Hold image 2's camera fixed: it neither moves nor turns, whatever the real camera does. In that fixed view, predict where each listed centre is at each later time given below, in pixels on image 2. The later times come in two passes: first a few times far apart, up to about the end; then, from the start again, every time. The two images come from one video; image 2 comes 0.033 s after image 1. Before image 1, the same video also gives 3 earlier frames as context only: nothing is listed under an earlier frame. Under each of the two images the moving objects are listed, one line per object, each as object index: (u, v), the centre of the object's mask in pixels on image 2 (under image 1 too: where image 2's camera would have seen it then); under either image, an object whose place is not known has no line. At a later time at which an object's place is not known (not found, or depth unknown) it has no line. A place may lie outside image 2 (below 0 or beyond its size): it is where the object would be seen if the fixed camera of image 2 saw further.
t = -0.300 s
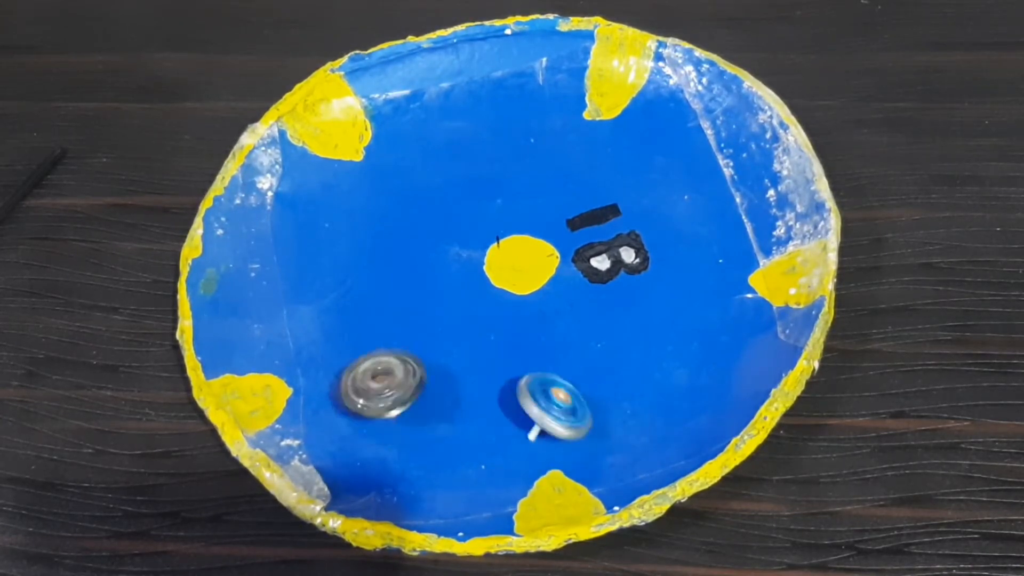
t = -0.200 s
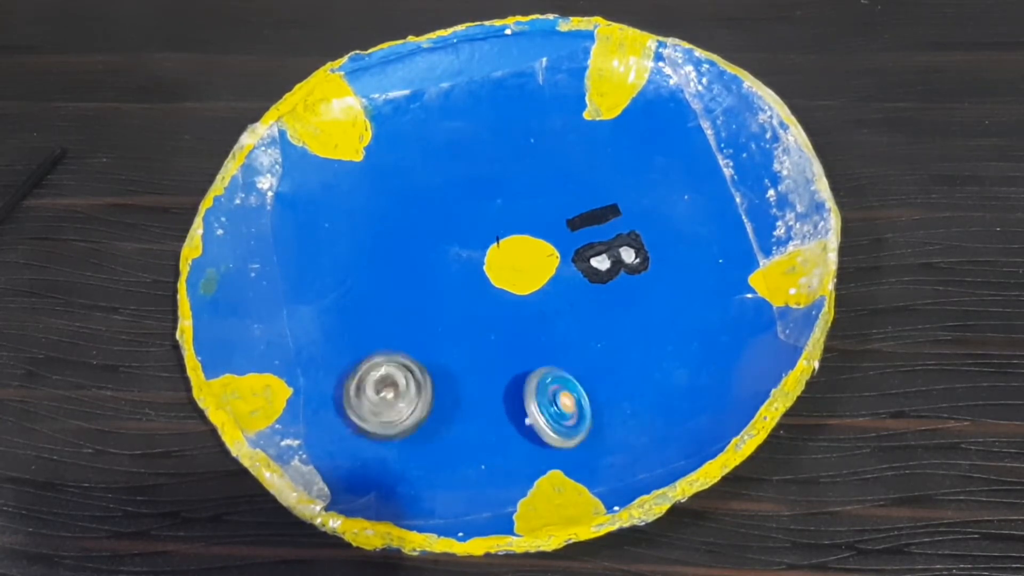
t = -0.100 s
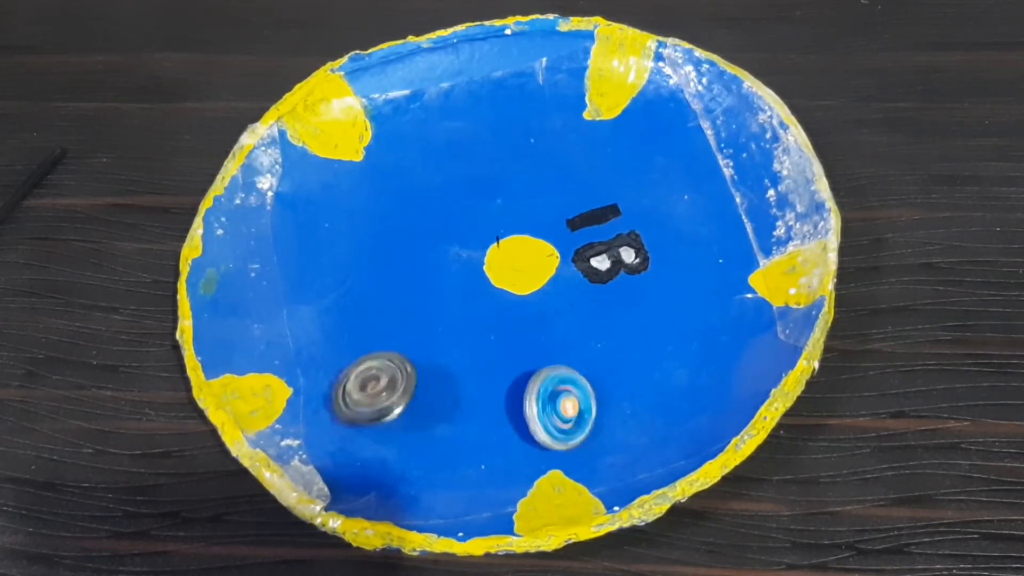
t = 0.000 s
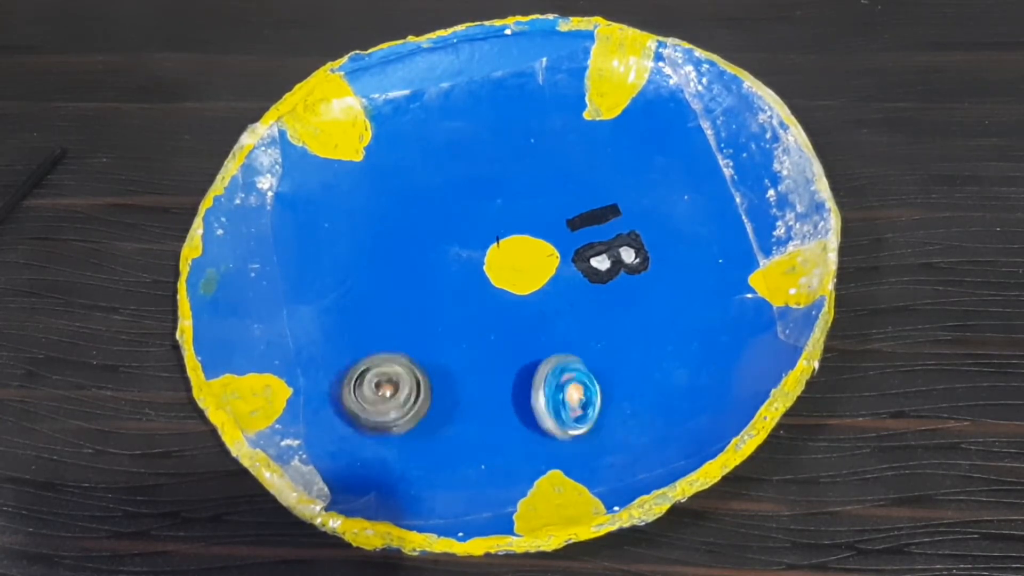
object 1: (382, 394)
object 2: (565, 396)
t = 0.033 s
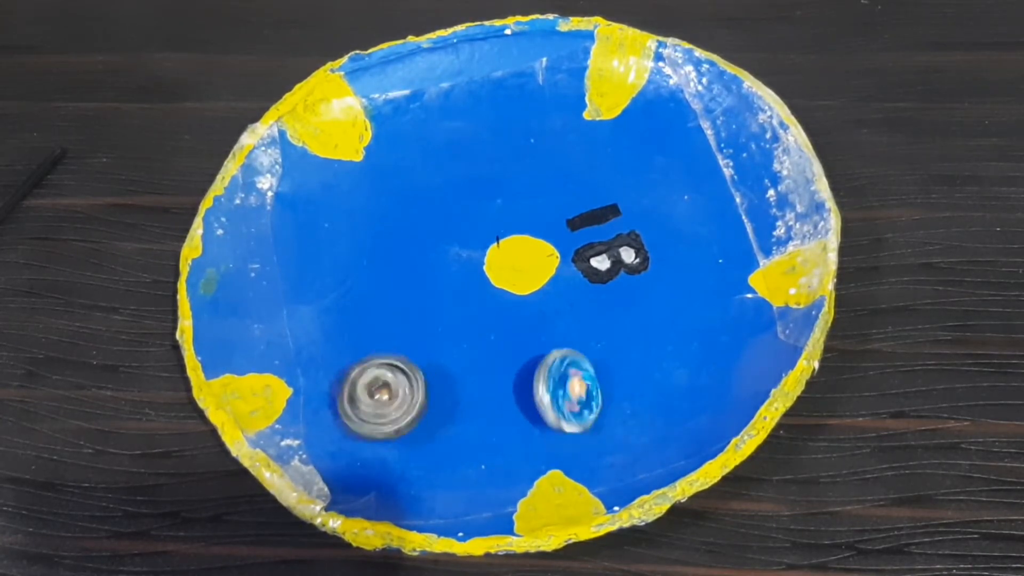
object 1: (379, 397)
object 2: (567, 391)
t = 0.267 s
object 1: (379, 398)
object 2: (556, 359)
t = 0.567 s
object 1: (374, 395)
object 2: (529, 355)
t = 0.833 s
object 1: (355, 389)
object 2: (510, 364)
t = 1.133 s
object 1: (357, 389)
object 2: (508, 404)
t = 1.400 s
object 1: (358, 393)
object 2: (564, 401)
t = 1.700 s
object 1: (363, 383)
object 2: (569, 375)
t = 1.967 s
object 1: (371, 385)
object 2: (558, 409)
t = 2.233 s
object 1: (367, 387)
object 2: (516, 412)
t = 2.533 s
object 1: (372, 402)
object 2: (508, 406)
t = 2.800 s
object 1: (368, 403)
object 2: (528, 416)
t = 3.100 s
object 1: (377, 392)
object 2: (562, 405)
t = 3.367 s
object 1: (378, 384)
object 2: (568, 396)
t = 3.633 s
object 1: (377, 385)
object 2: (548, 414)
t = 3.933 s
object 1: (377, 385)
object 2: (538, 416)
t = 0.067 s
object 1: (374, 400)
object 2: (568, 384)
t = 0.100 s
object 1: (371, 397)
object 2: (569, 377)
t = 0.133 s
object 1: (371, 392)
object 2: (567, 372)
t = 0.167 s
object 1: (375, 390)
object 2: (564, 367)
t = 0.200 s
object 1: (379, 390)
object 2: (561, 364)
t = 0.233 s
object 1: (381, 394)
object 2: (559, 361)
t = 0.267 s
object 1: (379, 398)
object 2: (556, 359)
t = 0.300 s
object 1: (375, 401)
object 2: (553, 358)
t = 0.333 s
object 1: (370, 400)
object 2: (550, 356)
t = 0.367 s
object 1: (368, 396)
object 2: (547, 355)
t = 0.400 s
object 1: (371, 391)
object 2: (545, 355)
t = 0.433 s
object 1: (376, 388)
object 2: (542, 354)
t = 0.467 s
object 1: (380, 389)
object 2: (539, 354)
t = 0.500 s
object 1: (382, 393)
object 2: (535, 354)
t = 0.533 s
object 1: (379, 394)
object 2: (532, 354)
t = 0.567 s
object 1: (374, 395)
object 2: (529, 355)
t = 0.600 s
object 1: (370, 392)
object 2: (526, 355)
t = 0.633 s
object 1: (368, 388)
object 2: (524, 356)
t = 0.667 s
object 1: (370, 384)
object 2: (521, 357)
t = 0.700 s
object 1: (373, 382)
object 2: (519, 358)
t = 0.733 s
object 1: (370, 385)
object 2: (517, 360)
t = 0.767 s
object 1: (366, 389)
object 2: (514, 361)
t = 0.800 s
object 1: (359, 391)
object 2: (512, 363)
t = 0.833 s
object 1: (355, 389)
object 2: (510, 364)
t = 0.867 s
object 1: (354, 386)
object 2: (508, 367)
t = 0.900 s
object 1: (357, 386)
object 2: (506, 369)
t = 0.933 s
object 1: (363, 387)
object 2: (504, 372)
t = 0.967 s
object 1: (365, 390)
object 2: (502, 377)
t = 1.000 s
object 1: (366, 395)
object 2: (501, 382)
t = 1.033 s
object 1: (363, 395)
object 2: (501, 387)
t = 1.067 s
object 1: (359, 393)
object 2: (502, 392)
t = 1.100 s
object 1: (357, 391)
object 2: (504, 398)
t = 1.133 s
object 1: (357, 389)
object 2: (508, 404)
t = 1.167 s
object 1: (359, 387)
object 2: (513, 409)
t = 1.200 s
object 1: (363, 388)
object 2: (520, 413)
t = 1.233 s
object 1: (363, 392)
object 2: (528, 415)
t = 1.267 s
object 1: (366, 398)
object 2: (536, 415)
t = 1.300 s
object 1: (363, 400)
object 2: (545, 414)
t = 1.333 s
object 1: (362, 398)
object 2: (553, 411)
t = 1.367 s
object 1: (359, 396)
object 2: (559, 406)
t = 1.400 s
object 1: (358, 393)
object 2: (564, 401)
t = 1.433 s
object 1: (361, 391)
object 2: (568, 395)
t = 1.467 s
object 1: (363, 390)
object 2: (570, 389)
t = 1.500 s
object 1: (366, 394)
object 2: (570, 385)
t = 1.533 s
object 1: (361, 397)
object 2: (570, 381)
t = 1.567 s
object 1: (357, 395)
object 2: (569, 377)
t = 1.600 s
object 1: (354, 391)
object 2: (569, 375)
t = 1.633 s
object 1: (354, 387)
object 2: (568, 374)
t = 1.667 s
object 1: (357, 384)
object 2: (568, 374)
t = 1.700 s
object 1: (363, 383)
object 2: (569, 375)
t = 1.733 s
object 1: (365, 386)
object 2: (569, 377)
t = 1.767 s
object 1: (363, 392)
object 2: (570, 380)
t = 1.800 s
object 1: (357, 394)
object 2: (570, 384)
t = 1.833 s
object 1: (355, 389)
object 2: (570, 389)
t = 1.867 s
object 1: (359, 387)
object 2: (569, 394)
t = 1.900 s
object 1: (362, 385)
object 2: (566, 399)
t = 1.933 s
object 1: (367, 385)
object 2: (562, 404)
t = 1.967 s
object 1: (371, 385)
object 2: (558, 409)
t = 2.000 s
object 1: (374, 388)
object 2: (552, 412)
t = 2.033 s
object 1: (371, 390)
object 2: (546, 414)
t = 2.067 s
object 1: (366, 388)
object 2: (541, 415)
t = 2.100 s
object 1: (362, 387)
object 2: (535, 416)
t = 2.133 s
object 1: (362, 386)
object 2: (530, 416)
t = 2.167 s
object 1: (363, 384)
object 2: (525, 415)
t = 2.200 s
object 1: (366, 385)
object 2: (520, 414)
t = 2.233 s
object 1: (367, 387)
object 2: (516, 412)
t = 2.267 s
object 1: (365, 392)
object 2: (514, 410)
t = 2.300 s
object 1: (362, 396)
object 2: (511, 409)
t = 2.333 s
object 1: (357, 396)
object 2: (510, 407)
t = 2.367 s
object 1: (357, 393)
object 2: (508, 406)
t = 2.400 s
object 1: (360, 392)
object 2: (507, 404)
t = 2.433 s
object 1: (361, 391)
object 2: (506, 403)
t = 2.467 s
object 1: (366, 391)
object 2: (506, 403)
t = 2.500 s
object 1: (371, 396)
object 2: (506, 404)
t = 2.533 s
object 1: (372, 402)
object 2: (508, 406)
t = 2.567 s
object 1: (370, 408)
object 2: (509, 407)
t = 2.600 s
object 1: (366, 410)
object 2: (511, 408)
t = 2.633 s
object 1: (366, 407)
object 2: (512, 409)
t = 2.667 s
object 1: (367, 406)
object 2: (515, 411)
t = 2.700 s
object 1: (368, 406)
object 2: (517, 412)
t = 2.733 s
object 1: (368, 406)
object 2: (520, 414)
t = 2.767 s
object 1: (368, 405)
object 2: (525, 416)
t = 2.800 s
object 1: (368, 403)
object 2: (528, 416)
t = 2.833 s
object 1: (368, 402)
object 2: (532, 416)
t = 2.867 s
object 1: (368, 400)
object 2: (535, 416)
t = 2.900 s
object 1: (371, 398)
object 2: (539, 416)
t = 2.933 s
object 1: (372, 397)
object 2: (543, 415)
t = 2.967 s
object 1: (373, 397)
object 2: (547, 415)
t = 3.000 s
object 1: (375, 396)
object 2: (551, 413)
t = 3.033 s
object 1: (377, 395)
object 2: (555, 411)
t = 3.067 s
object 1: (376, 394)
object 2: (559, 408)
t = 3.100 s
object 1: (377, 392)
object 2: (562, 405)
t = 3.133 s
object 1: (377, 390)
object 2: (565, 402)
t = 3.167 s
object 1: (377, 389)
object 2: (567, 399)
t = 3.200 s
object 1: (377, 388)
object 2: (568, 396)
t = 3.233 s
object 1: (377, 386)
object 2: (569, 395)
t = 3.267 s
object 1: (377, 385)
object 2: (569, 394)
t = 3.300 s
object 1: (378, 384)
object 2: (569, 394)
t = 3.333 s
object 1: (378, 384)
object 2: (569, 395)
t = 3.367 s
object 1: (378, 384)
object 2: (568, 396)
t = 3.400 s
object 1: (378, 385)
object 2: (567, 400)
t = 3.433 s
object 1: (377, 385)
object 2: (564, 402)
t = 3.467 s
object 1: (377, 385)
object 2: (562, 405)
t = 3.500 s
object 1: (377, 385)
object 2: (560, 407)
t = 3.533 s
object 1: (377, 385)
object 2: (557, 410)
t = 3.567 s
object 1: (377, 385)
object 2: (554, 411)
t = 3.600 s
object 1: (377, 385)
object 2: (551, 413)
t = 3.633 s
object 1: (377, 385)
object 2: (548, 414)
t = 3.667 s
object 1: (377, 385)
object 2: (546, 415)
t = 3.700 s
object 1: (377, 385)
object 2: (544, 415)
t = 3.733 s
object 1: (377, 385)
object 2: (542, 416)
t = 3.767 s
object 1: (377, 385)
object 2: (541, 416)
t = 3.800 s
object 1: (377, 385)
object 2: (540, 416)
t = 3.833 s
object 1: (377, 385)
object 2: (539, 416)
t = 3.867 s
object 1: (378, 385)
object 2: (538, 416)
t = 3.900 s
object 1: (378, 385)
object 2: (538, 416)
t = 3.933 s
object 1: (377, 385)
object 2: (538, 416)
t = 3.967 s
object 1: (377, 385)
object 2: (539, 416)
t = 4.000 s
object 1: (377, 385)
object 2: (540, 416)
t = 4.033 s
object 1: (377, 385)
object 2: (541, 416)
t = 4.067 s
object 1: (377, 385)
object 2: (541, 416)
